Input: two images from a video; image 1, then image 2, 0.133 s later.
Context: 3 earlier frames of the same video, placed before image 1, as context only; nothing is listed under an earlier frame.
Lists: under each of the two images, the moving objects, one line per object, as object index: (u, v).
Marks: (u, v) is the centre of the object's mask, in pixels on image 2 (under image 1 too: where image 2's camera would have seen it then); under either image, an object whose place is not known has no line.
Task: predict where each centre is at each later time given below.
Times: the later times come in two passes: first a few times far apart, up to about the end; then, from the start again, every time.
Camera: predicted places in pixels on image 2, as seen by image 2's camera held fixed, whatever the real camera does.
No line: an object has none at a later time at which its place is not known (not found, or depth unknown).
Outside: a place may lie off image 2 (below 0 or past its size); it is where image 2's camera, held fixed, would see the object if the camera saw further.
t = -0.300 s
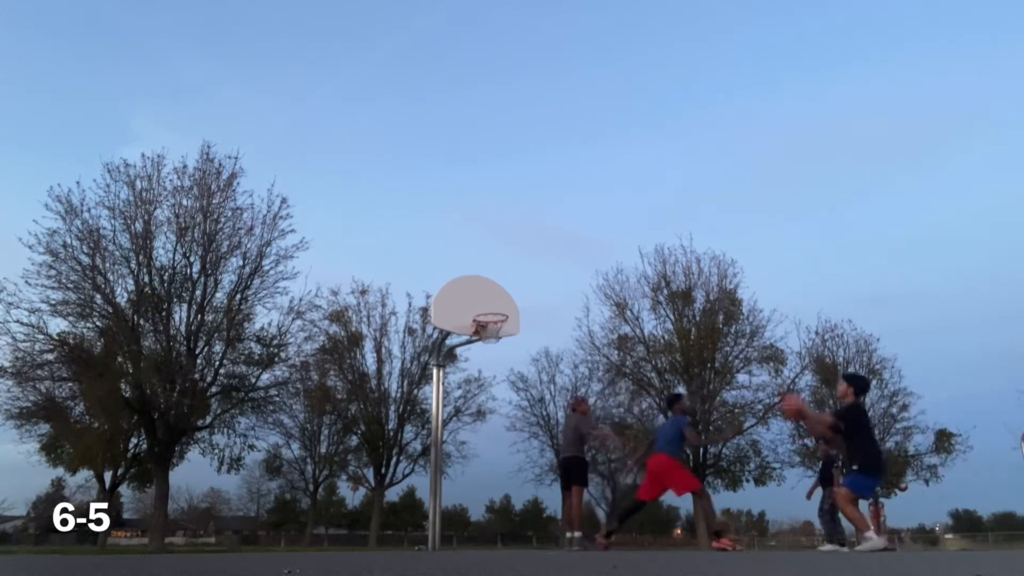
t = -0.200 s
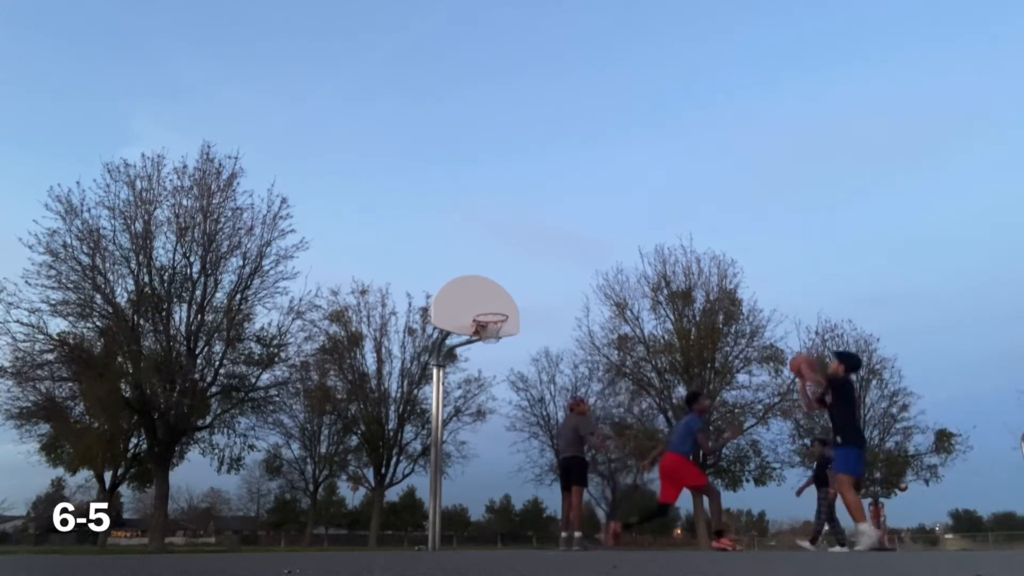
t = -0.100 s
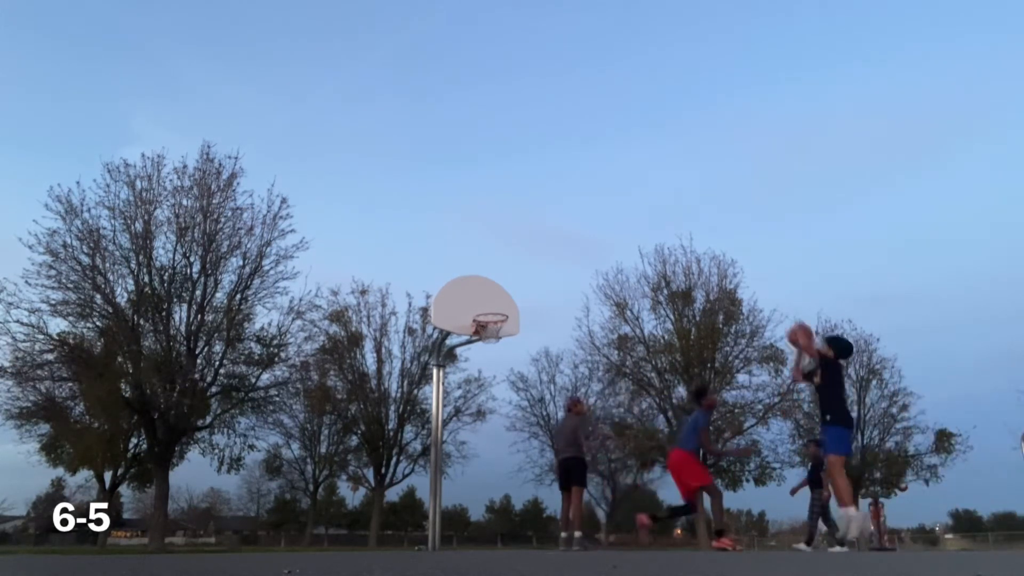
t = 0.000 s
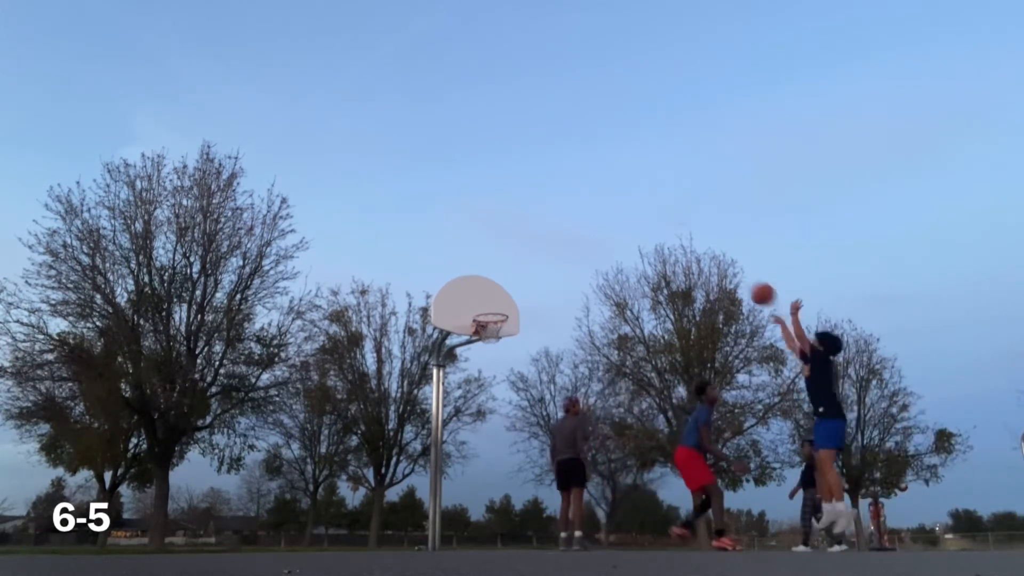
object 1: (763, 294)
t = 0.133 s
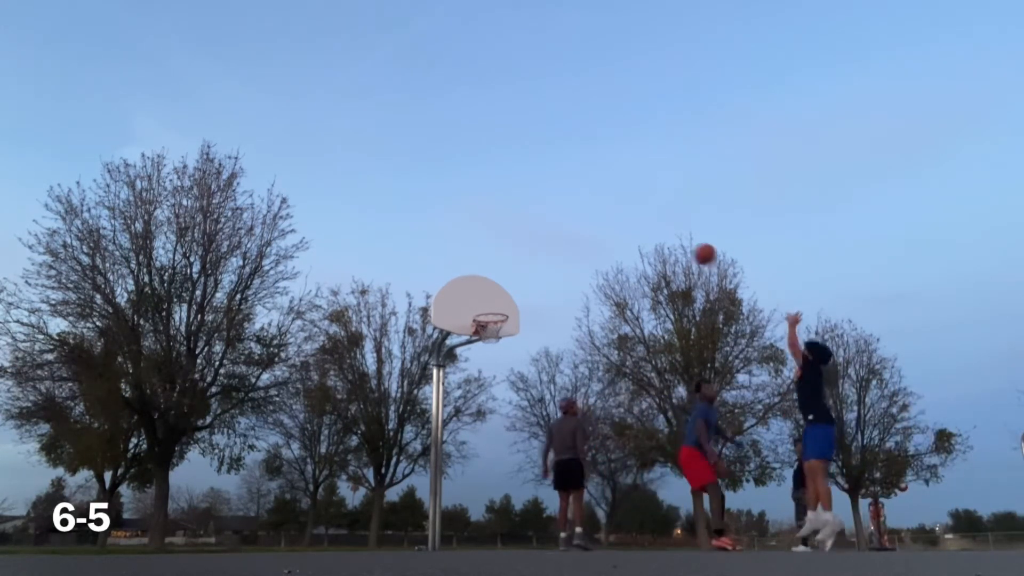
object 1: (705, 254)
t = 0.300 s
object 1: (645, 230)
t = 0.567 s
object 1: (568, 237)
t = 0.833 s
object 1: (504, 288)
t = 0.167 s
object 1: (691, 247)
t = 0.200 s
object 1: (679, 241)
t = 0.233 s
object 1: (667, 236)
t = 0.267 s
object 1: (656, 233)
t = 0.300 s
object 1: (645, 230)
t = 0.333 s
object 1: (634, 228)
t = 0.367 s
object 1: (624, 227)
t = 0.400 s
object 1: (614, 226)
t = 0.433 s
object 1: (604, 227)
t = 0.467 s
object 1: (595, 228)
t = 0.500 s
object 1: (586, 231)
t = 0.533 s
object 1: (577, 233)
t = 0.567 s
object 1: (568, 237)
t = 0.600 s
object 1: (559, 241)
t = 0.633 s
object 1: (551, 246)
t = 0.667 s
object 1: (543, 251)
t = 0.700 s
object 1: (534, 258)
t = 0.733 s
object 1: (526, 264)
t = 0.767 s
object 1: (519, 272)
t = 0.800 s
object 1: (511, 279)
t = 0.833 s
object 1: (504, 288)
